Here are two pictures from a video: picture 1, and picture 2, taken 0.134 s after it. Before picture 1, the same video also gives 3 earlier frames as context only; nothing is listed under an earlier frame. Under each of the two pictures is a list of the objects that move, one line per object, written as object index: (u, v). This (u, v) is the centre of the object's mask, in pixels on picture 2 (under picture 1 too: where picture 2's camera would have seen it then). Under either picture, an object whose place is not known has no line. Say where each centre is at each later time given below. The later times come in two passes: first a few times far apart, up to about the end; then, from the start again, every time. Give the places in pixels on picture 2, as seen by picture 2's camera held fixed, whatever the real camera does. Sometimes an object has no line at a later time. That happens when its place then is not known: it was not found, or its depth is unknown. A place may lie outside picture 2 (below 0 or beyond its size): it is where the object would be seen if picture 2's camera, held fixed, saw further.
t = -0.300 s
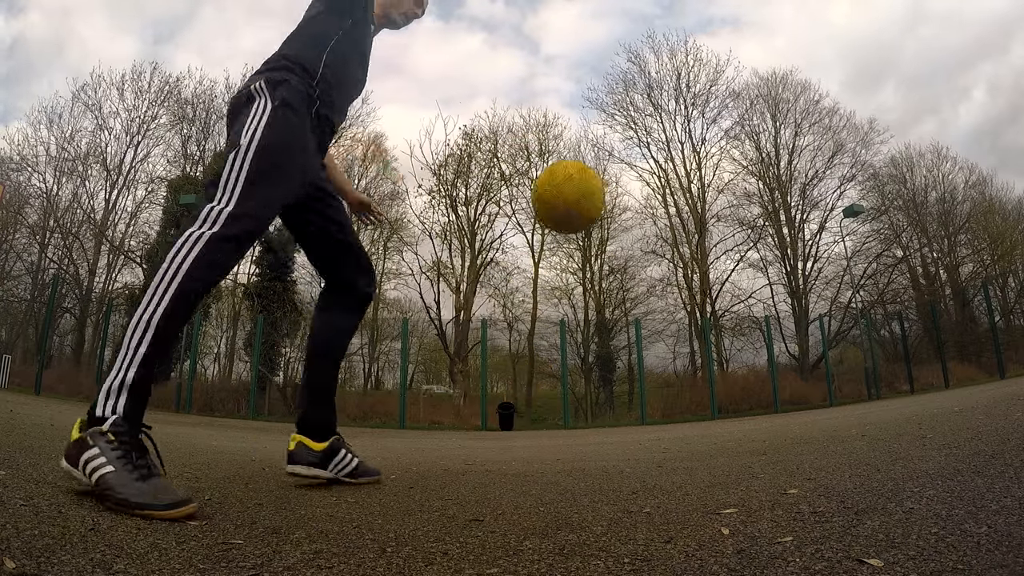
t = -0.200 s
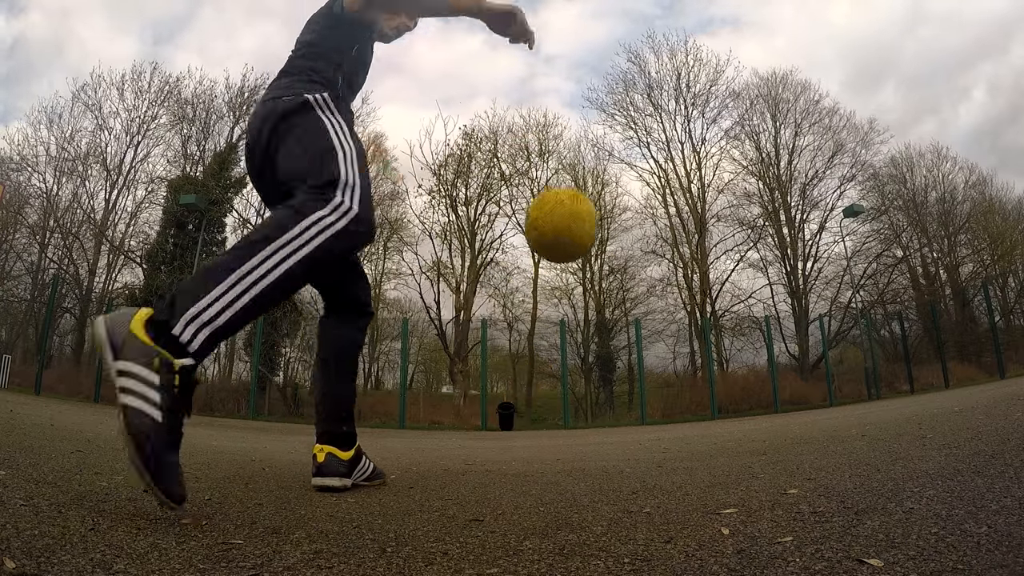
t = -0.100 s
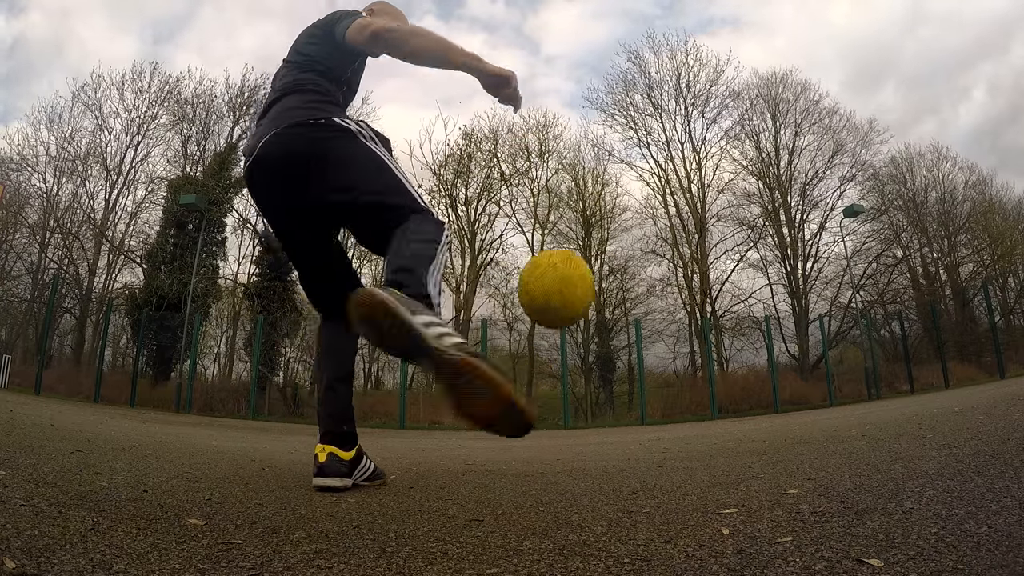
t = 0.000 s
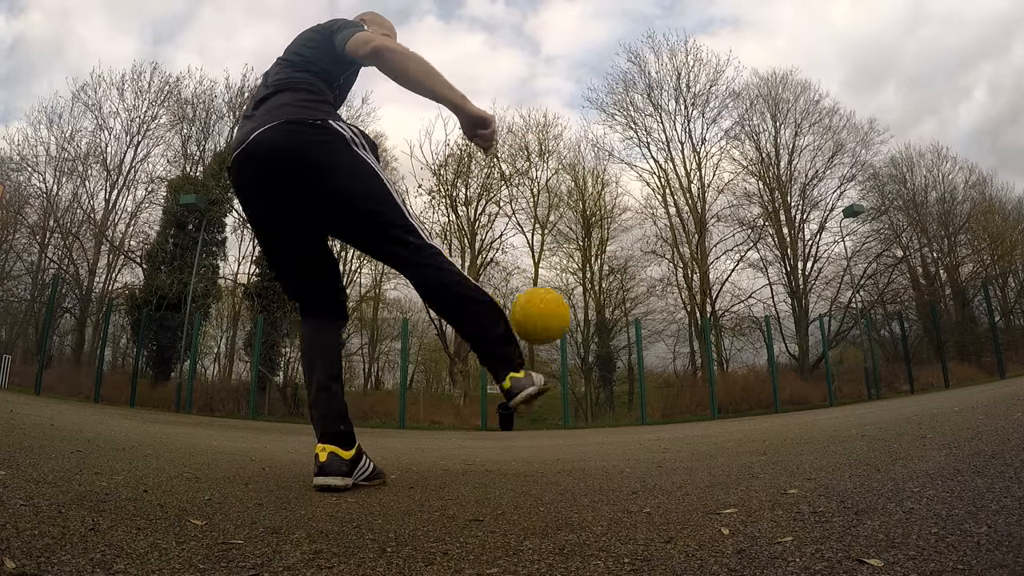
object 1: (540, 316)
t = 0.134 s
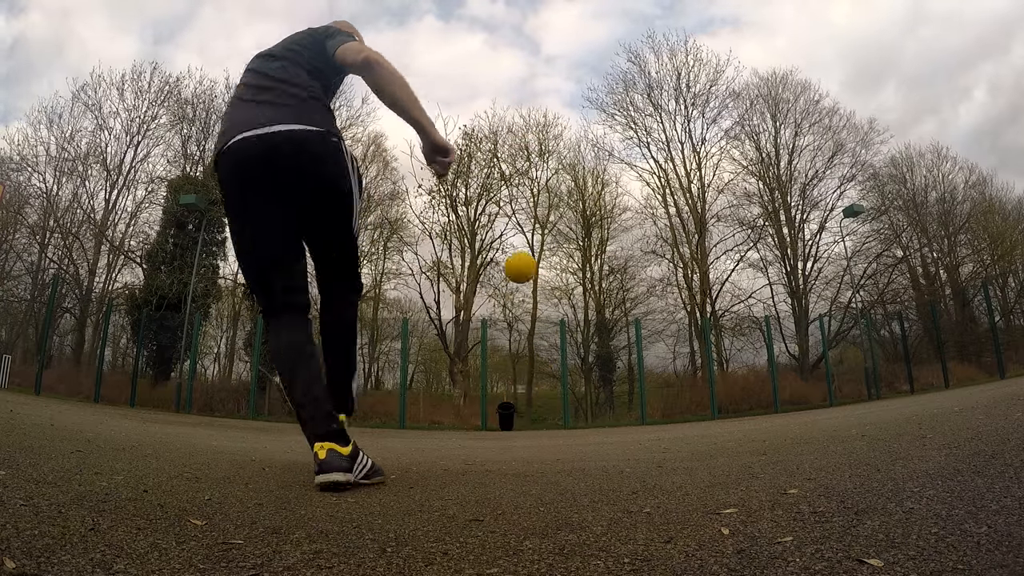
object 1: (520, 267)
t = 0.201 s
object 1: (516, 264)
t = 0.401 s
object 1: (511, 279)
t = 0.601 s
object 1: (509, 308)
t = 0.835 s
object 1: (508, 351)
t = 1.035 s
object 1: (507, 392)
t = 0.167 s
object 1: (518, 265)
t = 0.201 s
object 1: (516, 264)
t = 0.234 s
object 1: (515, 265)
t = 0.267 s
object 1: (513, 267)
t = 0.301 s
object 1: (513, 268)
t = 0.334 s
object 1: (512, 272)
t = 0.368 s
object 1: (511, 275)
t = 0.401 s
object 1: (511, 279)
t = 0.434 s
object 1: (510, 284)
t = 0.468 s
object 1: (510, 288)
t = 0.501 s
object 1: (509, 293)
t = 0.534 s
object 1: (509, 297)
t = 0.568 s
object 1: (509, 303)
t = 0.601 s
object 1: (509, 308)
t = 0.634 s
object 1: (508, 314)
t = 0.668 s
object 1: (508, 320)
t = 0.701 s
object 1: (509, 326)
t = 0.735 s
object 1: (508, 332)
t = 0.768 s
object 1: (507, 338)
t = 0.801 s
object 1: (508, 345)
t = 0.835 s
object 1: (508, 351)
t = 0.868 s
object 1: (508, 358)
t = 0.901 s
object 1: (508, 364)
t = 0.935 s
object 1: (508, 371)
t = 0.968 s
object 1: (507, 378)
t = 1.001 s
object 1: (507, 385)
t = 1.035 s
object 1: (507, 392)
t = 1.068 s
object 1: (508, 399)
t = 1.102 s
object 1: (508, 406)
